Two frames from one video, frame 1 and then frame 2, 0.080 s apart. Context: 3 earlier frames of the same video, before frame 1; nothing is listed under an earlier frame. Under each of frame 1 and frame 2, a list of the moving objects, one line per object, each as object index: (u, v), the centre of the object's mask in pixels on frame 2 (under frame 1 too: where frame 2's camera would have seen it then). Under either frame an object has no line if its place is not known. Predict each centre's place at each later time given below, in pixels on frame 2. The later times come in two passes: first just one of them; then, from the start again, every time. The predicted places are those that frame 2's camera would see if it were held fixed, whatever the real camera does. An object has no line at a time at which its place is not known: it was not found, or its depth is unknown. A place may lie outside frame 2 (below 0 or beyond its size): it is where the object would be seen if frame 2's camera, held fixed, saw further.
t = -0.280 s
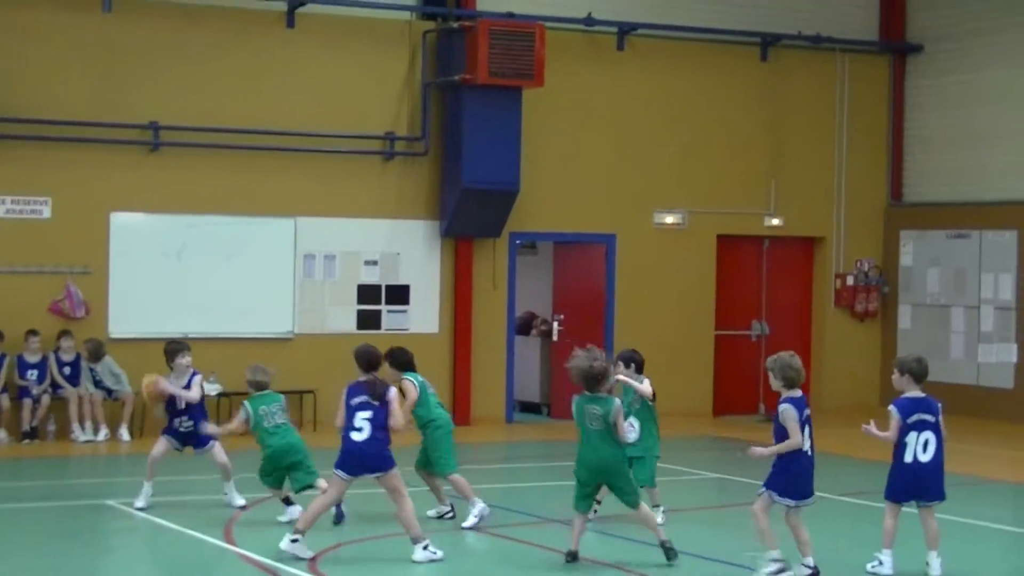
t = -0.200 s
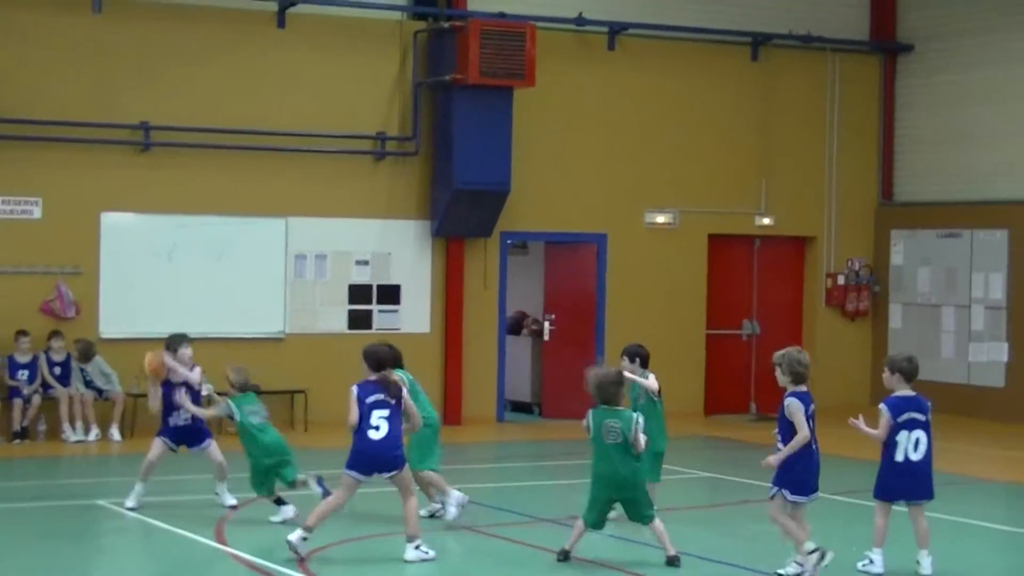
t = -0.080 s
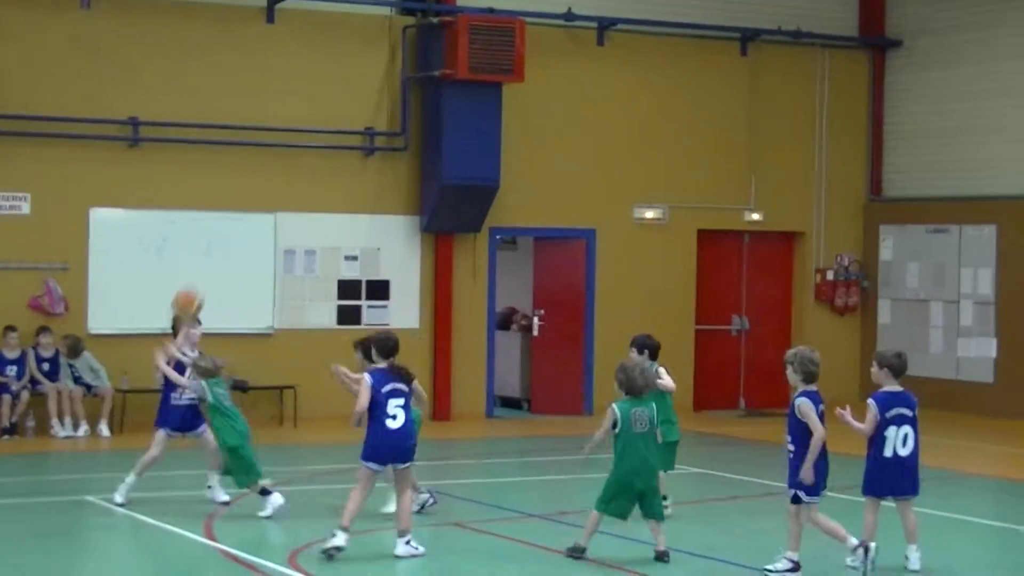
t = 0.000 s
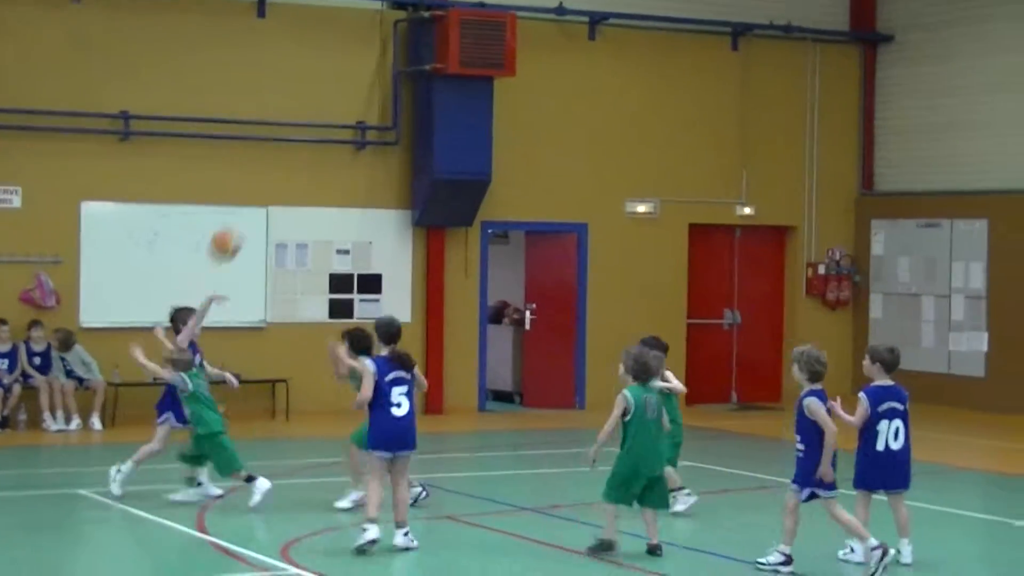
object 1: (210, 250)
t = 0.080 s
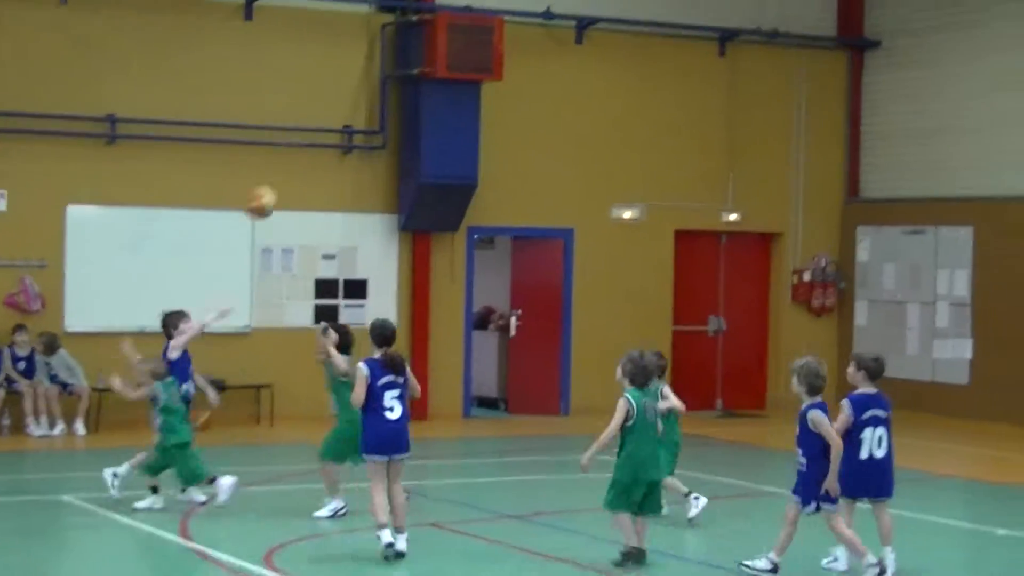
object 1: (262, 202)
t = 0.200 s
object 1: (336, 149)
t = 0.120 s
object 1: (286, 182)
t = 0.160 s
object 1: (311, 164)
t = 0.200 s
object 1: (336, 149)
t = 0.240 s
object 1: (360, 137)
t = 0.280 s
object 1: (385, 125)
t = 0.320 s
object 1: (410, 117)
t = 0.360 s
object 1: (433, 111)
